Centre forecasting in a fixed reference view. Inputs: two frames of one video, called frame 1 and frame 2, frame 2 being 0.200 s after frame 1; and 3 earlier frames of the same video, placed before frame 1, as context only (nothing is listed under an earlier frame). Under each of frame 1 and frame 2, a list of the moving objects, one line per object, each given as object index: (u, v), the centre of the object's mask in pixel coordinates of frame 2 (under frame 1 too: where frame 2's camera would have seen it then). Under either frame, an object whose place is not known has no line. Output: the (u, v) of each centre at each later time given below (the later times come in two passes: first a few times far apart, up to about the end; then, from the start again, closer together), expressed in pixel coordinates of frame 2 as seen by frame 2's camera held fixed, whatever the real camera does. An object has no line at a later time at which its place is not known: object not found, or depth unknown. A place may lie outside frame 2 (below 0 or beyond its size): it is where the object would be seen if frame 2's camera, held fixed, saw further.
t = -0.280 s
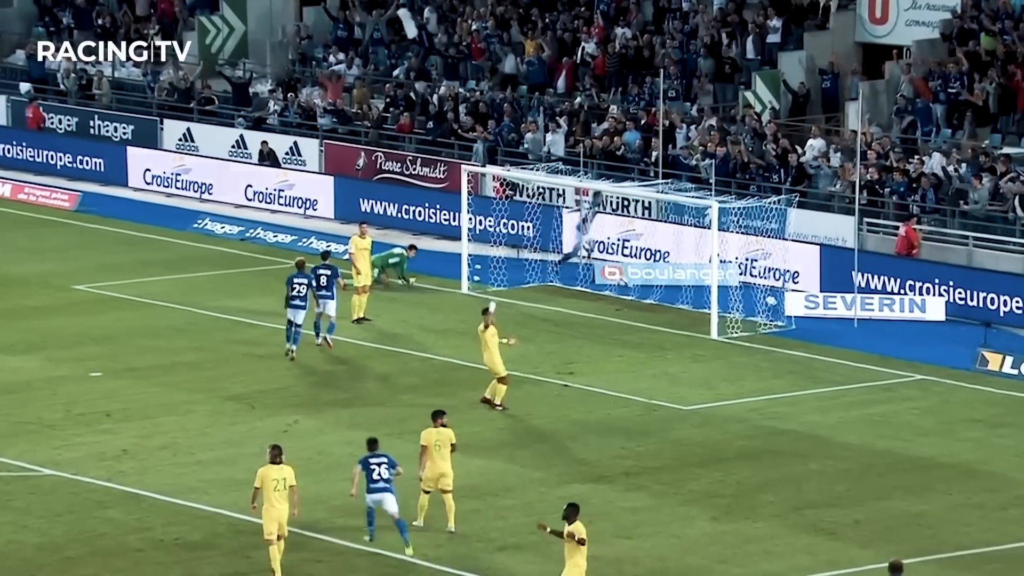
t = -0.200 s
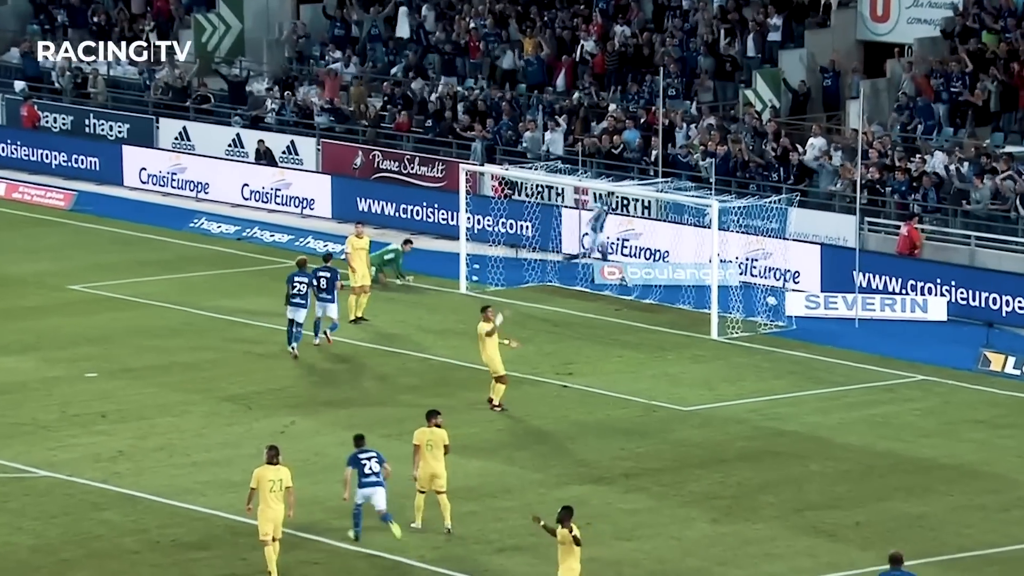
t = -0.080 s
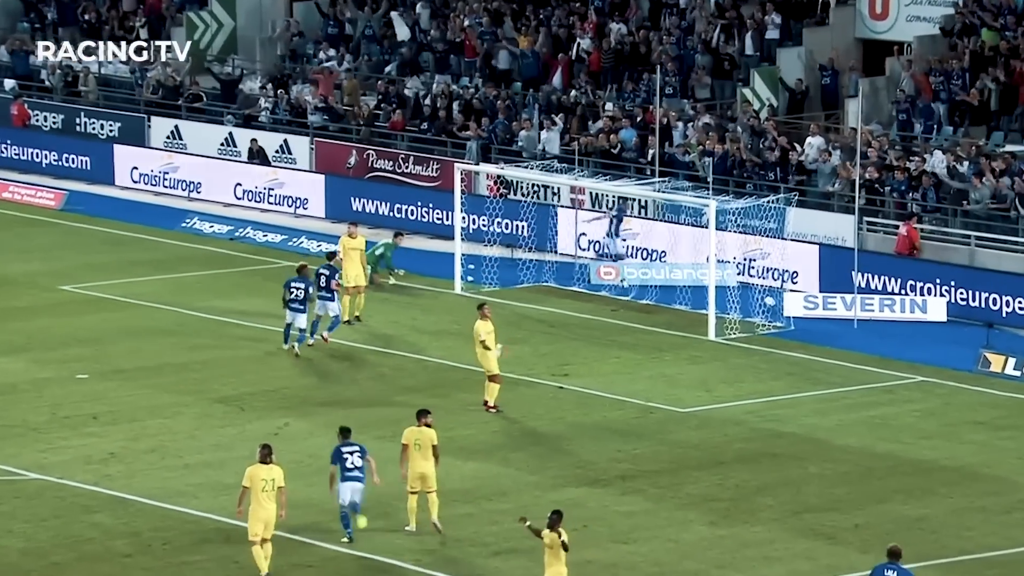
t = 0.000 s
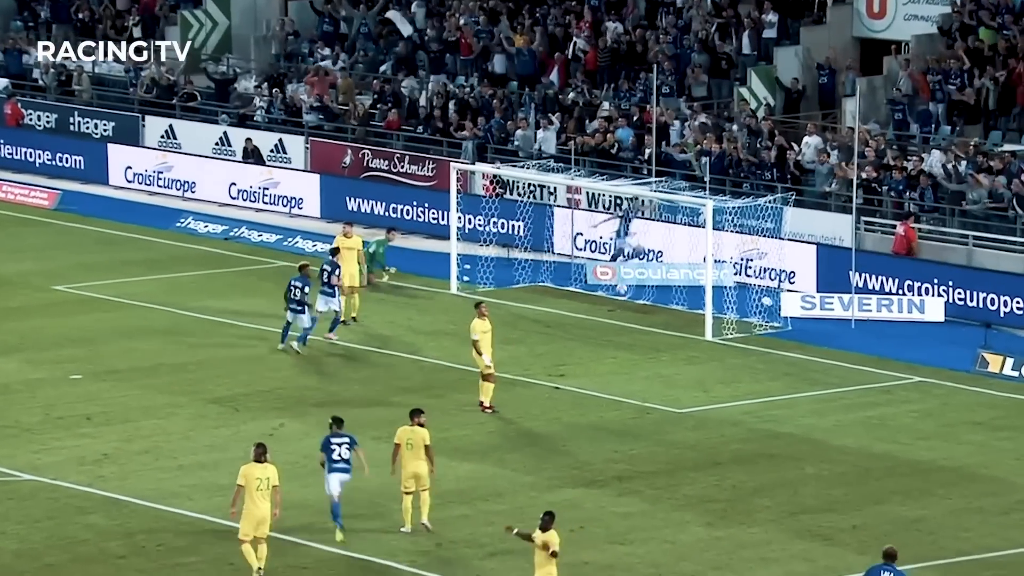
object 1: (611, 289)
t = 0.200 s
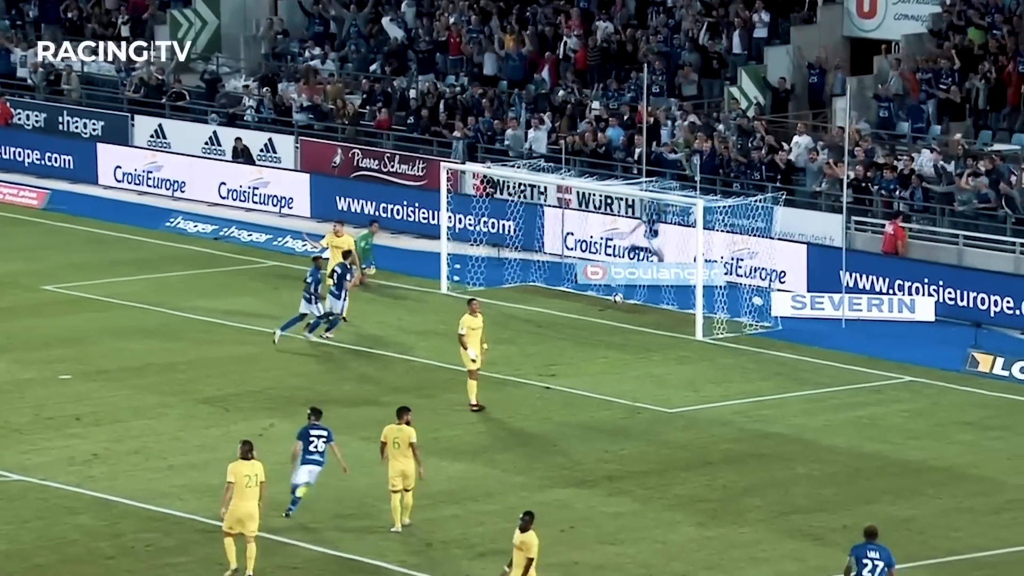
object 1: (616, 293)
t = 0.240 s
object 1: (617, 294)
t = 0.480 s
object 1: (622, 303)
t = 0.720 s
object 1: (627, 310)
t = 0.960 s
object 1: (631, 312)
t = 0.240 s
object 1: (617, 294)
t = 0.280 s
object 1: (616, 292)
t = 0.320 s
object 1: (617, 293)
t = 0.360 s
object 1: (618, 294)
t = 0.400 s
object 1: (618, 294)
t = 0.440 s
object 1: (619, 295)
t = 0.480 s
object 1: (622, 303)
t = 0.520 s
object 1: (623, 306)
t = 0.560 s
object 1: (624, 306)
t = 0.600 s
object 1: (625, 305)
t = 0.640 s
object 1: (625, 305)
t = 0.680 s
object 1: (626, 307)
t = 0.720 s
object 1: (627, 310)
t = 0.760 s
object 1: (627, 310)
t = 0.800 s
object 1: (628, 309)
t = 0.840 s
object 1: (629, 310)
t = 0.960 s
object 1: (631, 312)
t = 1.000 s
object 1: (632, 313)
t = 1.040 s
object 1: (632, 313)
